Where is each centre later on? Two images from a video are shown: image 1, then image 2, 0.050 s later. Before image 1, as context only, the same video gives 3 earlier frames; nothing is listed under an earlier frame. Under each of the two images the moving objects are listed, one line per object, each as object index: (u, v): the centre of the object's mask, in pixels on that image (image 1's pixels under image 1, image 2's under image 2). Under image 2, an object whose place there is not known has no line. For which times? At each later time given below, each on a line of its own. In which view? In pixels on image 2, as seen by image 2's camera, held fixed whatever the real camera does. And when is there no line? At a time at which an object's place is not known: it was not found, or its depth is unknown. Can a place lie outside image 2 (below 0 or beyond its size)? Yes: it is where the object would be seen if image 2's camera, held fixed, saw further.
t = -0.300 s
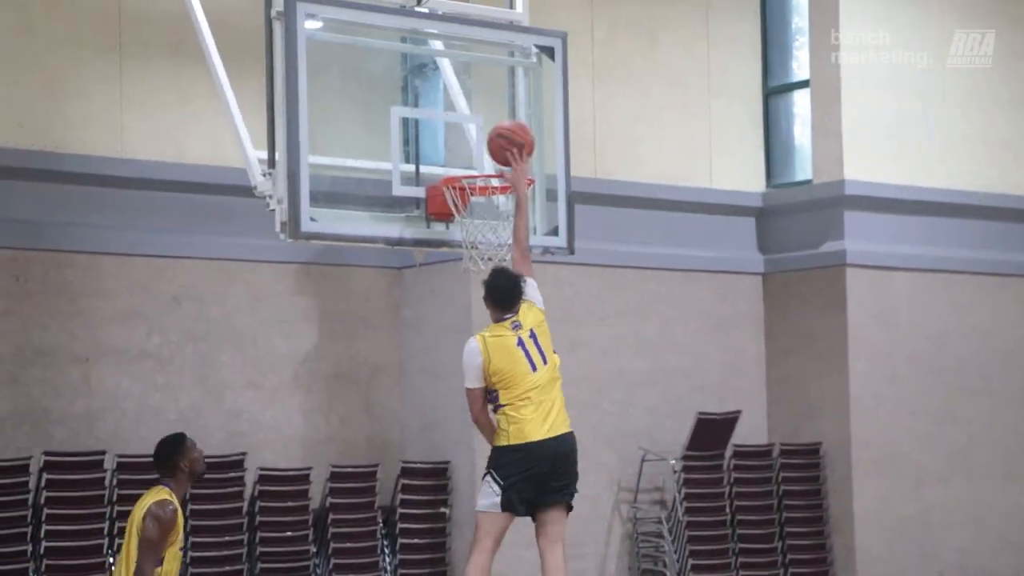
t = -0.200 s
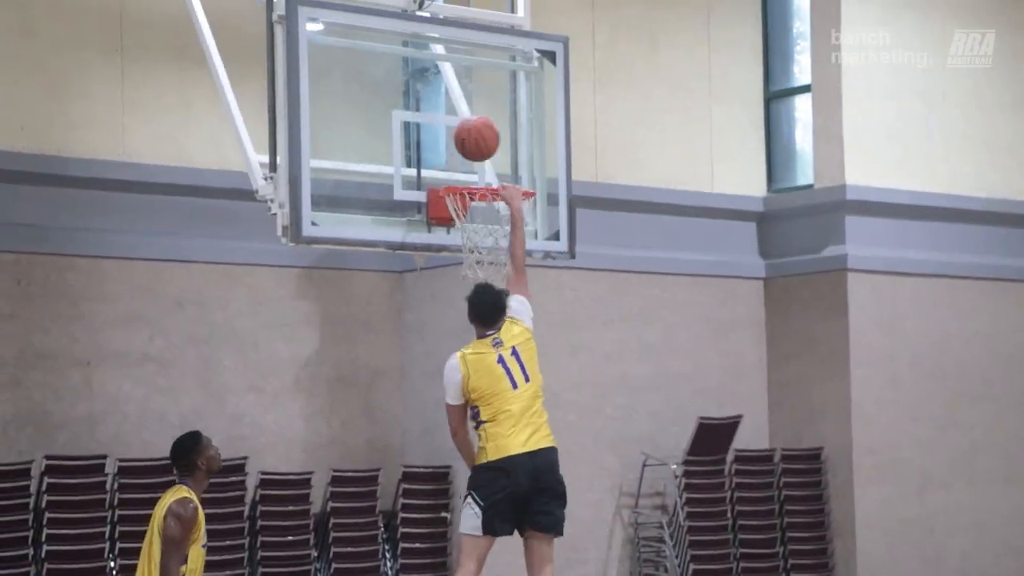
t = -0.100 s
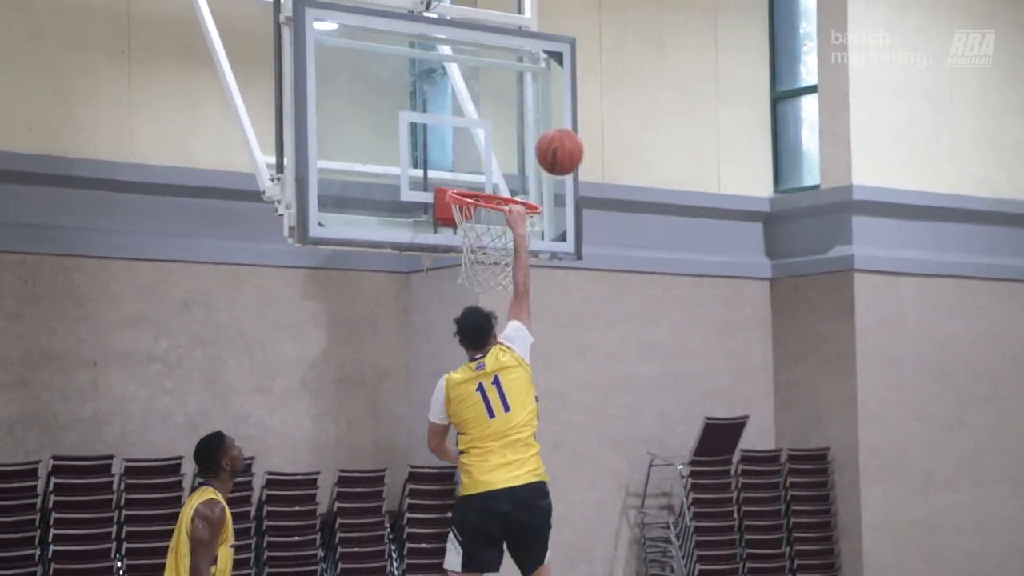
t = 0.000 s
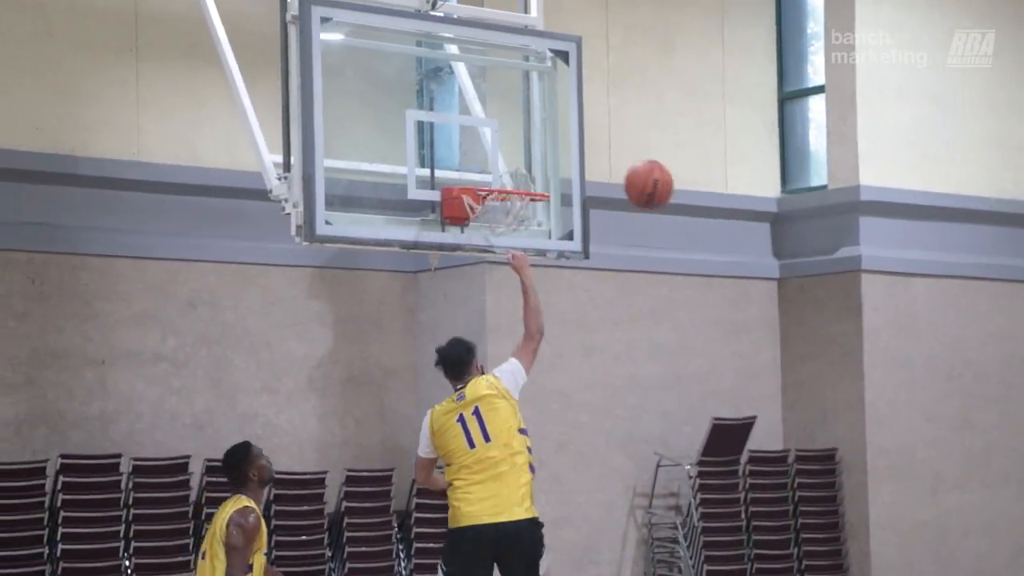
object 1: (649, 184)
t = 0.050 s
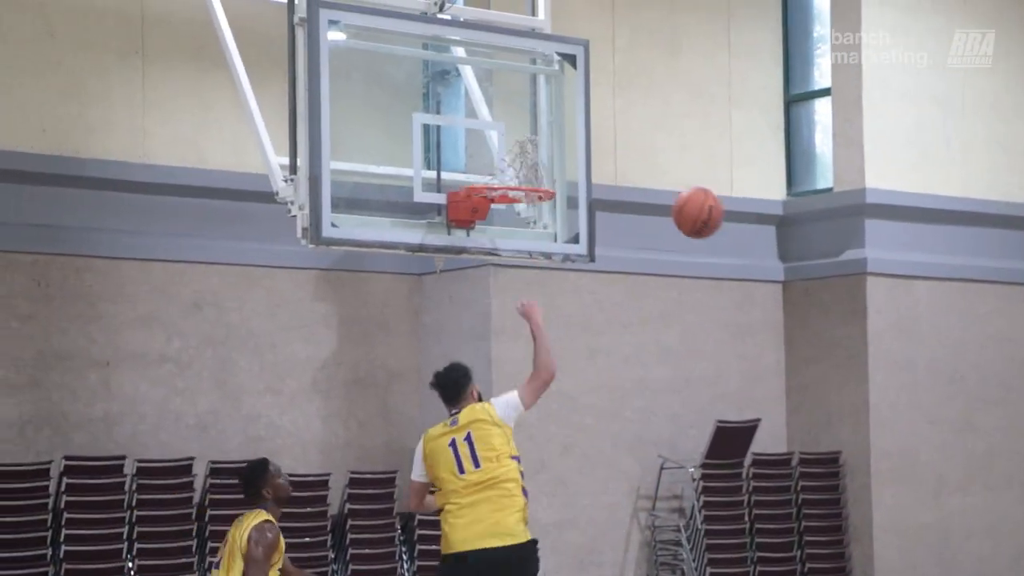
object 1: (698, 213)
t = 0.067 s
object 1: (714, 222)
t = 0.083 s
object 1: (729, 232)
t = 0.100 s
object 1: (744, 244)
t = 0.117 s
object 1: (760, 257)
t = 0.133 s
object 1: (776, 269)
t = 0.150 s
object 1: (792, 283)
